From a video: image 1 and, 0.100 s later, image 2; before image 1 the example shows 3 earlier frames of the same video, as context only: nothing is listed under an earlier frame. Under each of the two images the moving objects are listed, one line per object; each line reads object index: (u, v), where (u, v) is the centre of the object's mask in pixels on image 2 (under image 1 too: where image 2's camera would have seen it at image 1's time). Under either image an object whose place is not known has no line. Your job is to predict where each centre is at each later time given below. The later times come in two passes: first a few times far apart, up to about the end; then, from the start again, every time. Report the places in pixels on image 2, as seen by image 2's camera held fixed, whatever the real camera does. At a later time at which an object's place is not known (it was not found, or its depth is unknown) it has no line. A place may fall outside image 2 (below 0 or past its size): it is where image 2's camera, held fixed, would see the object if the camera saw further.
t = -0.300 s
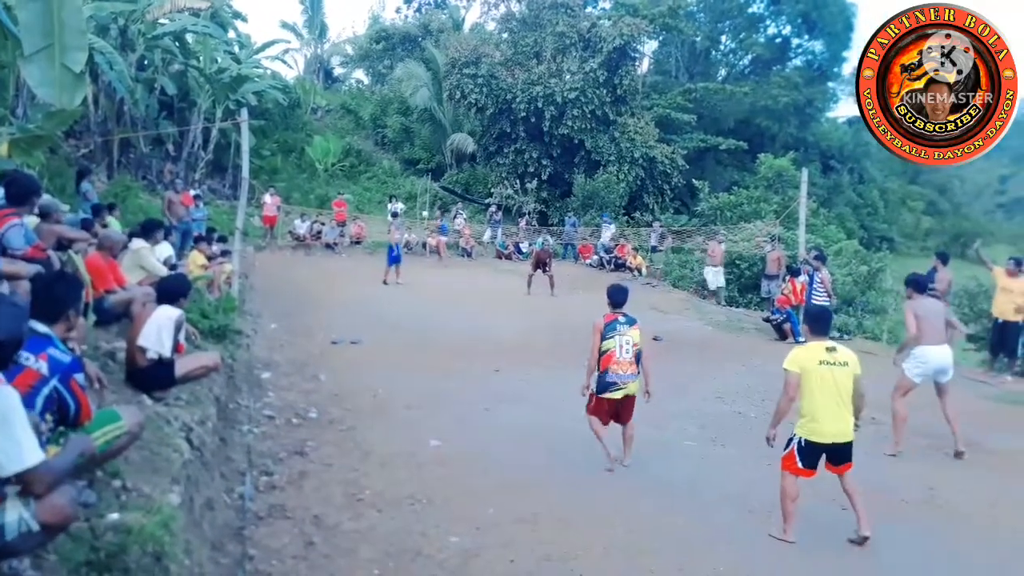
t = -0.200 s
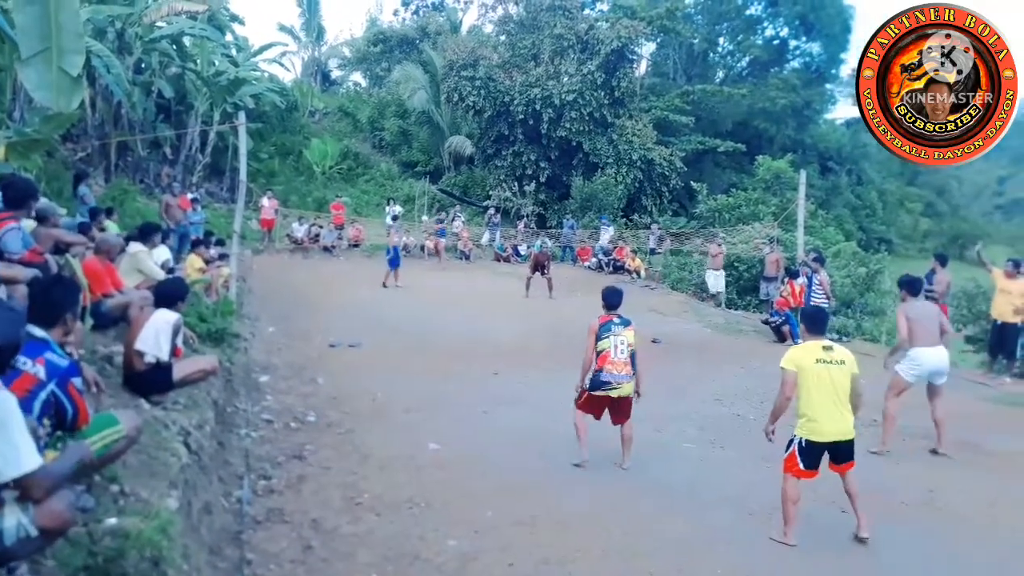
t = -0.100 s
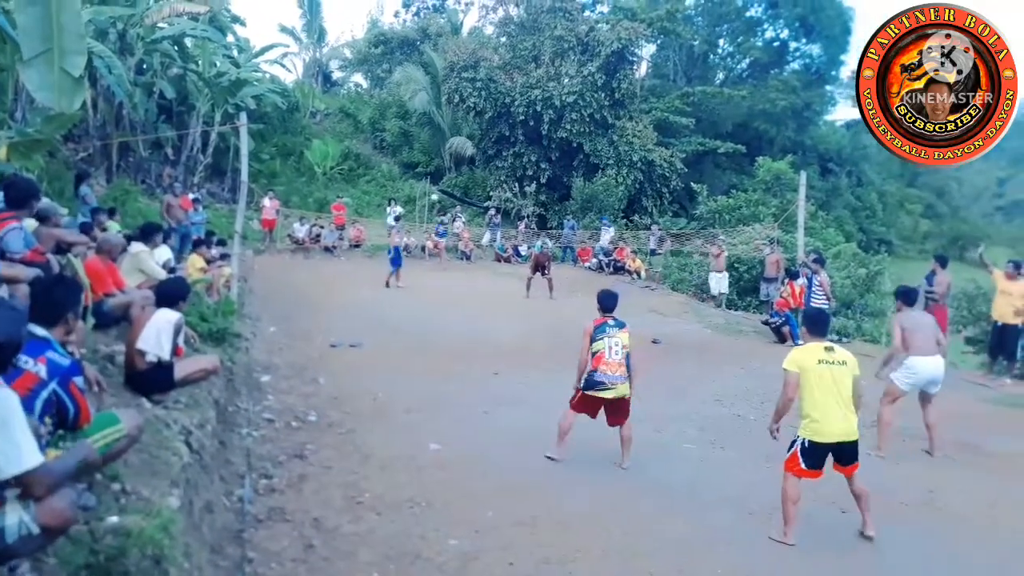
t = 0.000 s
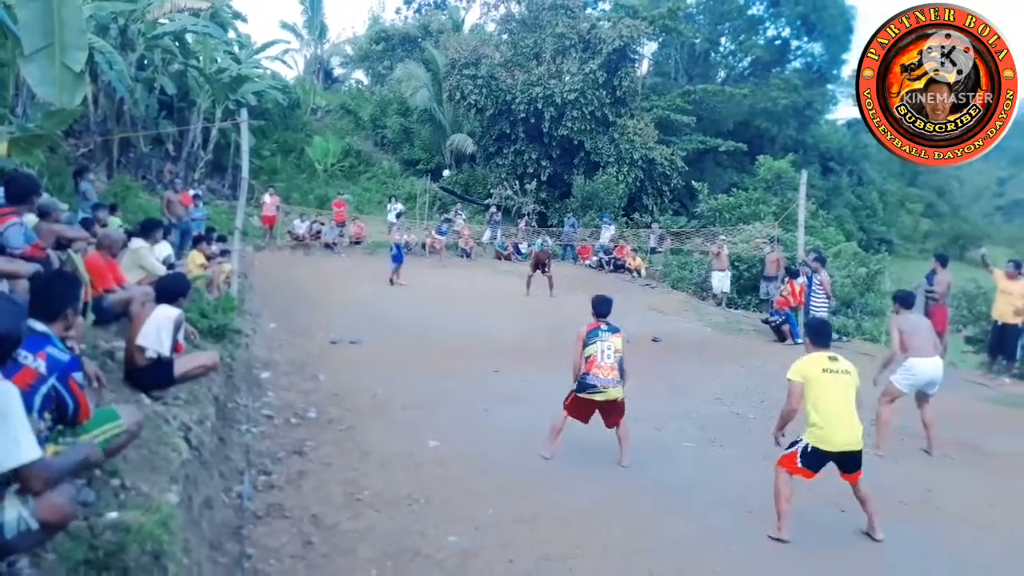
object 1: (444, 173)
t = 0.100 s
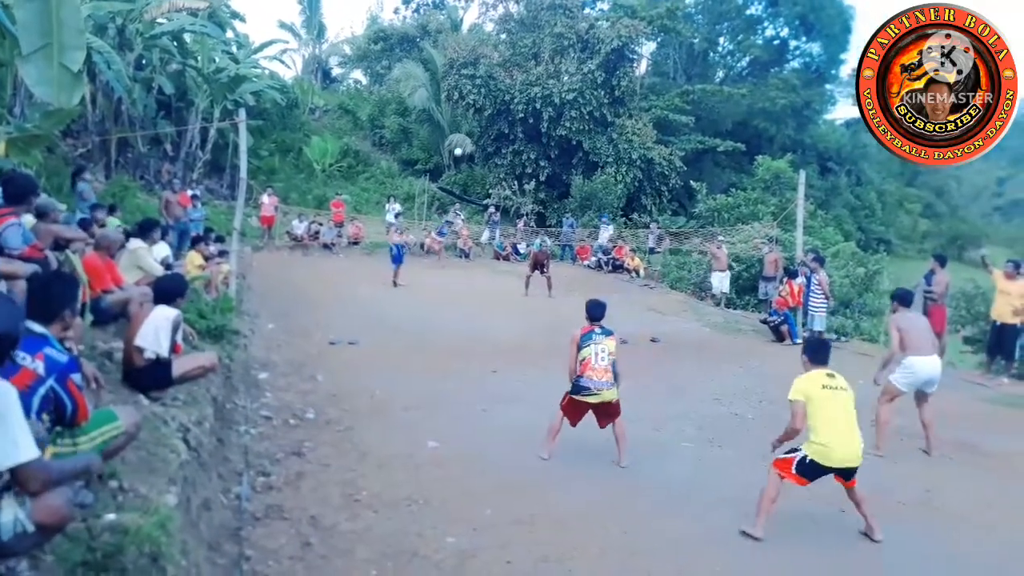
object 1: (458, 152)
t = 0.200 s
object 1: (475, 131)
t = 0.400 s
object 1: (515, 91)
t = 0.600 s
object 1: (573, 59)
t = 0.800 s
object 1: (655, 53)
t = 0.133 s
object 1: (462, 145)
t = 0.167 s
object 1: (469, 137)
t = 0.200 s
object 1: (475, 131)
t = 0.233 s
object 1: (481, 124)
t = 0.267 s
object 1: (487, 117)
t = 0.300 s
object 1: (494, 110)
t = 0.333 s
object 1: (501, 104)
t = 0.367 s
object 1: (508, 98)
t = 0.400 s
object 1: (515, 91)
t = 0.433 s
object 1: (524, 85)
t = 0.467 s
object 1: (532, 79)
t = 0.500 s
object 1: (541, 73)
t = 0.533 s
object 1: (552, 68)
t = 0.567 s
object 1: (562, 62)
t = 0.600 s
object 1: (573, 59)
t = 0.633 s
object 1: (585, 55)
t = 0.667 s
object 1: (597, 53)
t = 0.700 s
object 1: (611, 51)
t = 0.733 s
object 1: (626, 51)
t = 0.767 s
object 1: (641, 52)
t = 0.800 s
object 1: (655, 53)
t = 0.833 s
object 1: (677, 59)
